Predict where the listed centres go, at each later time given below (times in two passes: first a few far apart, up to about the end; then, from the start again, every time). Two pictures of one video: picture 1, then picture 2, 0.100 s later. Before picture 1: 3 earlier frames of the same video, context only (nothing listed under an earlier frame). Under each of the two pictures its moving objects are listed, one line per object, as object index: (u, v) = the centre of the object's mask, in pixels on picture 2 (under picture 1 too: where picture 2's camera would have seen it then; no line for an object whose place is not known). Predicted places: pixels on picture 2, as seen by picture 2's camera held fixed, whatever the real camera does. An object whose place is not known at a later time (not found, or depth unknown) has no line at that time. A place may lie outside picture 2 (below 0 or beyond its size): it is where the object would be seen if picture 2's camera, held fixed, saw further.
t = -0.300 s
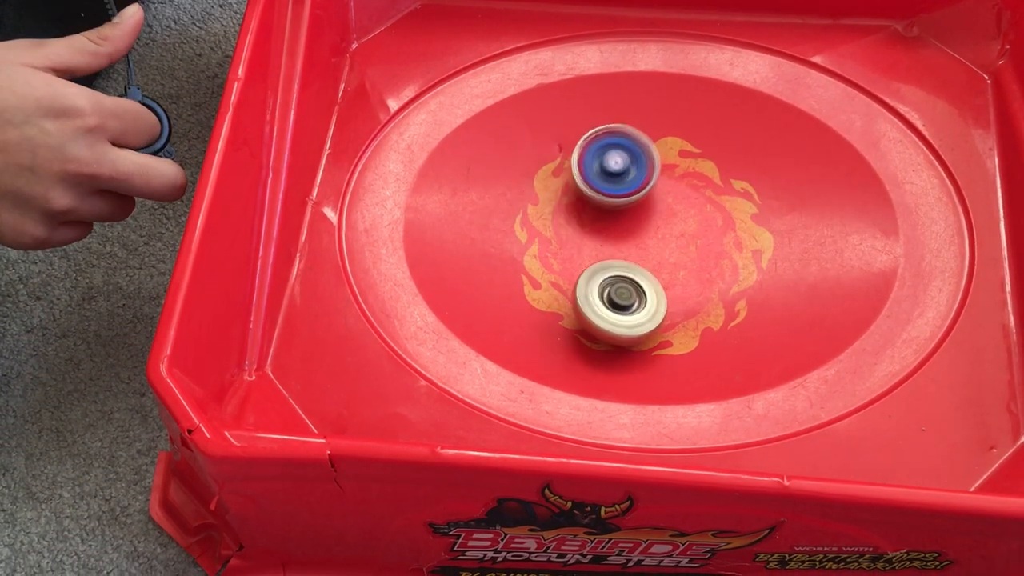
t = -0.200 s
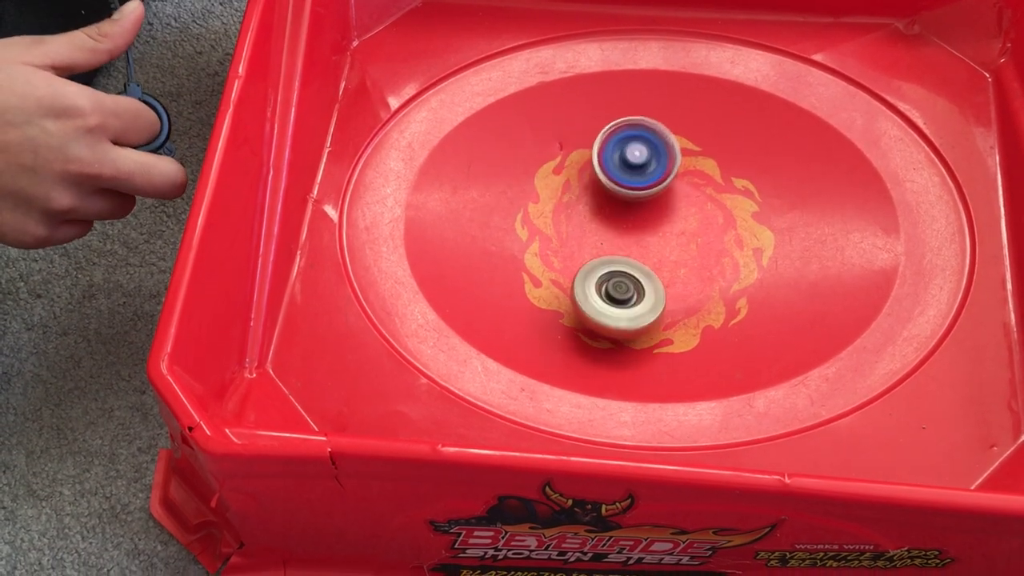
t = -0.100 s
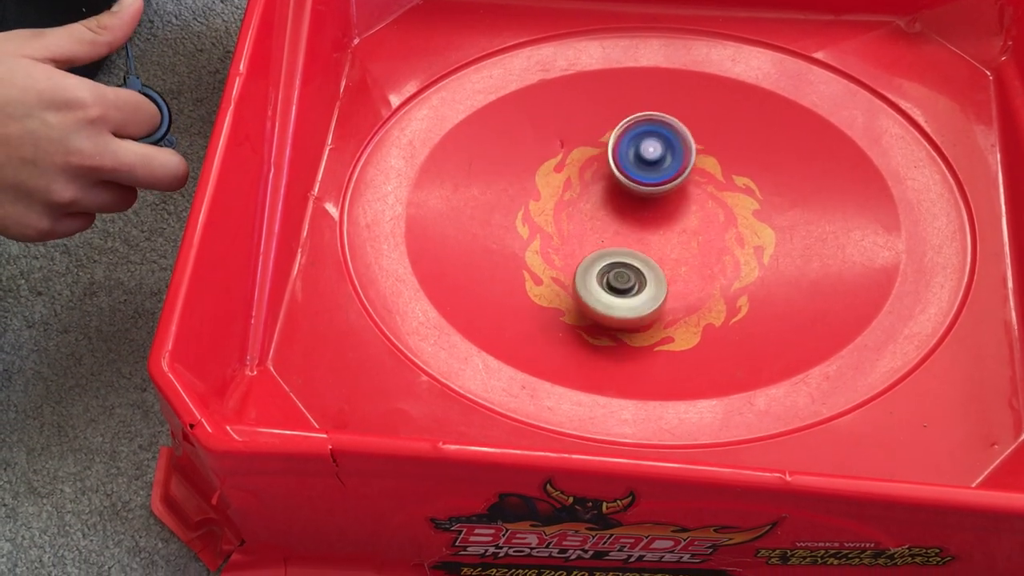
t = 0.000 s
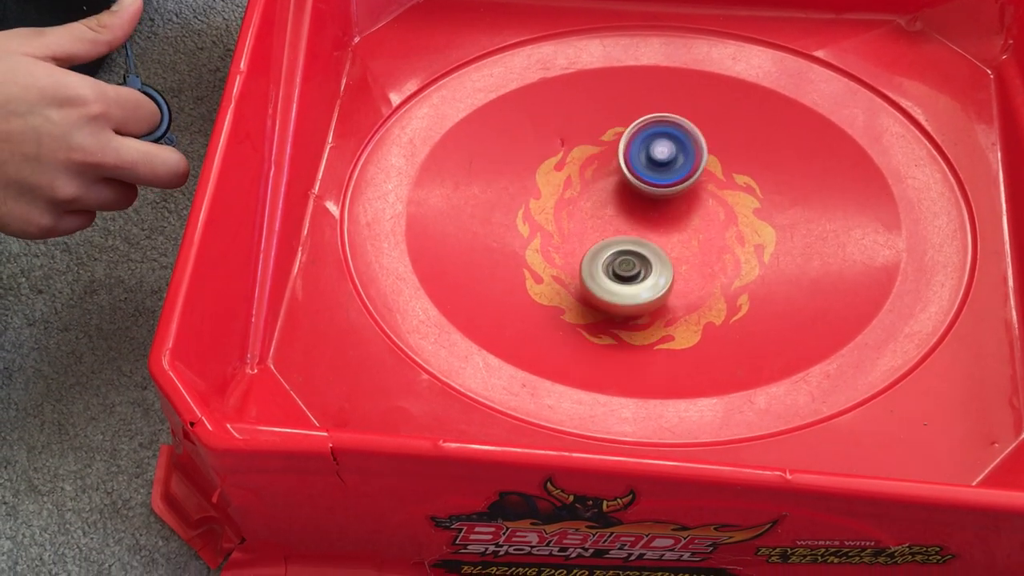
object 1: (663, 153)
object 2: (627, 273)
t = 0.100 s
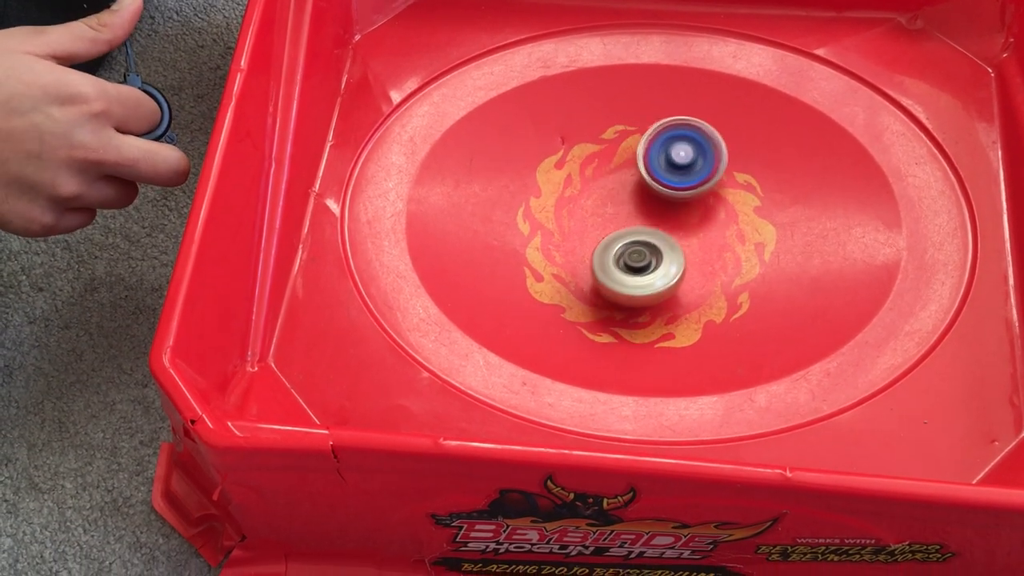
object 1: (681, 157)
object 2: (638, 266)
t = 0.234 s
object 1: (701, 167)
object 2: (653, 253)
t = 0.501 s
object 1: (734, 145)
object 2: (626, 267)
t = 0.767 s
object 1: (703, 174)
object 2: (602, 246)
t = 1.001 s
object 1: (717, 245)
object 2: (589, 229)
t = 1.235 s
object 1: (748, 271)
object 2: (589, 215)
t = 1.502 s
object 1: (740, 248)
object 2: (593, 205)
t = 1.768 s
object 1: (817, 281)
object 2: (481, 135)
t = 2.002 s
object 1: (918, 251)
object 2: (371, 78)
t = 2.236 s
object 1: (881, 225)
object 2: (360, 106)
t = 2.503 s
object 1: (666, 164)
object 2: (383, 150)
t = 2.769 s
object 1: (605, 257)
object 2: (373, 138)
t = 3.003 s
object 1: (717, 292)
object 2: (401, 127)
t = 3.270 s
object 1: (692, 227)
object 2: (479, 140)
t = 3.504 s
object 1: (698, 198)
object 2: (535, 142)
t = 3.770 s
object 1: (704, 166)
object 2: (570, 137)
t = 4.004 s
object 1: (683, 190)
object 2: (573, 143)
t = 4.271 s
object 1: (688, 216)
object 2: (603, 176)
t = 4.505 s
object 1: (709, 250)
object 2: (616, 182)
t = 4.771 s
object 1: (709, 258)
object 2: (653, 187)
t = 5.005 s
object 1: (750, 307)
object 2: (640, 116)
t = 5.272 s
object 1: (750, 221)
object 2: (647, 132)
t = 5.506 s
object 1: (650, 244)
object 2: (614, 144)
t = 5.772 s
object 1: (560, 287)
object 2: (608, 202)
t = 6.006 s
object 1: (633, 278)
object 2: (656, 206)
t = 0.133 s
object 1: (688, 159)
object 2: (642, 263)
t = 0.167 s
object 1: (693, 161)
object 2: (646, 259)
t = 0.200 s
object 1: (698, 164)
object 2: (650, 257)
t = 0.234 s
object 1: (701, 167)
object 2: (653, 253)
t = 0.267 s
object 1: (705, 169)
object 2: (657, 248)
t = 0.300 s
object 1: (709, 171)
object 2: (661, 244)
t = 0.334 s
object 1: (715, 168)
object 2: (660, 244)
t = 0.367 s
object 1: (728, 158)
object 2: (648, 256)
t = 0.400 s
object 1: (736, 152)
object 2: (639, 263)
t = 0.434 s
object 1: (737, 149)
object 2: (632, 268)
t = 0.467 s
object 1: (736, 147)
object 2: (629, 268)
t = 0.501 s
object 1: (734, 145)
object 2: (626, 267)
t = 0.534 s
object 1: (730, 145)
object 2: (623, 265)
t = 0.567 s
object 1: (724, 147)
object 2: (621, 264)
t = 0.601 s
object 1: (719, 150)
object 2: (618, 261)
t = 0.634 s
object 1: (715, 153)
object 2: (615, 258)
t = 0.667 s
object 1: (712, 158)
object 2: (612, 255)
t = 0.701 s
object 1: (708, 162)
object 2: (609, 252)
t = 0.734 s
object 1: (705, 167)
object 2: (606, 249)
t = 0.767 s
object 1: (703, 174)
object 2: (602, 246)
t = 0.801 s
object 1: (703, 183)
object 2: (600, 243)
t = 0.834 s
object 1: (703, 194)
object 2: (597, 240)
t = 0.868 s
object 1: (705, 205)
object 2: (595, 238)
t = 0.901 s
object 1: (707, 215)
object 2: (593, 235)
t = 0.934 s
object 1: (710, 225)
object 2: (591, 233)
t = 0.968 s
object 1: (713, 236)
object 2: (590, 231)
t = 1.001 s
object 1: (717, 245)
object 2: (589, 229)
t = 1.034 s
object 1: (722, 255)
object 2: (589, 227)
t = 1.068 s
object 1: (726, 263)
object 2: (589, 224)
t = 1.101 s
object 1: (731, 268)
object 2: (588, 222)
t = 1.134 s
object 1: (735, 270)
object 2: (588, 220)
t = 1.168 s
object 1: (739, 271)
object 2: (588, 218)
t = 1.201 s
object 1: (744, 271)
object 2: (589, 217)
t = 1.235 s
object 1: (748, 271)
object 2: (589, 215)
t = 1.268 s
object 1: (751, 270)
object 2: (590, 213)
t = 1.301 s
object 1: (754, 268)
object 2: (590, 212)
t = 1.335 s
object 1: (756, 265)
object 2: (590, 210)
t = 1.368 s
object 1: (756, 262)
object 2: (591, 209)
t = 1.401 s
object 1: (753, 258)
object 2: (591, 207)
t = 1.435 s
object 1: (750, 254)
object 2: (591, 205)
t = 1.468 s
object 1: (745, 250)
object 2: (592, 205)
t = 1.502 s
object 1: (740, 248)
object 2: (593, 205)
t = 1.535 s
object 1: (734, 245)
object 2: (594, 205)
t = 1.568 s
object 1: (726, 242)
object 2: (596, 205)
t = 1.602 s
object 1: (718, 239)
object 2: (599, 205)
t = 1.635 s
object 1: (707, 237)
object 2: (603, 205)
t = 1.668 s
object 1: (697, 236)
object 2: (604, 204)
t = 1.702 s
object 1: (739, 255)
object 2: (559, 180)
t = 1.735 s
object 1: (780, 272)
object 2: (516, 156)
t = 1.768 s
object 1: (817, 281)
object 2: (481, 135)
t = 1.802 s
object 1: (845, 285)
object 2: (450, 117)
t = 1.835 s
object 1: (870, 282)
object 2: (424, 102)
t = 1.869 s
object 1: (889, 275)
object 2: (404, 93)
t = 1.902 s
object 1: (903, 265)
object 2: (393, 85)
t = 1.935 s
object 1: (912, 258)
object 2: (387, 83)
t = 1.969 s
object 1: (917, 254)
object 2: (380, 78)
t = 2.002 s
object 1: (918, 251)
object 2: (371, 78)
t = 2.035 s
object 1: (917, 250)
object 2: (365, 79)
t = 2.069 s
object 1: (916, 247)
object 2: (369, 81)
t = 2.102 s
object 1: (914, 247)
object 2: (370, 85)
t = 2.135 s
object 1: (912, 245)
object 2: (369, 89)
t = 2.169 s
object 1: (906, 241)
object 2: (366, 96)
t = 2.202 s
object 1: (896, 235)
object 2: (363, 101)
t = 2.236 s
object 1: (881, 225)
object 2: (360, 106)
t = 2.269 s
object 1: (863, 212)
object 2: (358, 112)
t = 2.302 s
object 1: (840, 198)
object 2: (358, 118)
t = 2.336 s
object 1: (815, 186)
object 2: (358, 124)
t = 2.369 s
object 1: (784, 176)
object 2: (358, 130)
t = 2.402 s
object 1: (756, 170)
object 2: (363, 136)
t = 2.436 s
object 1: (726, 166)
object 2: (370, 142)
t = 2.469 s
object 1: (696, 164)
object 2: (377, 146)
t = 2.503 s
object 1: (666, 164)
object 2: (383, 150)
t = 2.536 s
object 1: (640, 166)
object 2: (389, 154)
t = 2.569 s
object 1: (613, 172)
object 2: (397, 158)
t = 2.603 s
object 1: (586, 177)
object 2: (407, 163)
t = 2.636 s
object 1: (563, 182)
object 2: (419, 167)
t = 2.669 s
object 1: (540, 191)
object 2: (435, 172)
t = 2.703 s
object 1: (548, 210)
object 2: (426, 162)
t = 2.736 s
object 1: (578, 236)
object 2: (396, 148)
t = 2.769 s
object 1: (605, 257)
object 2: (373, 138)
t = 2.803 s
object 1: (631, 278)
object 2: (361, 131)
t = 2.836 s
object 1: (655, 293)
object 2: (364, 129)
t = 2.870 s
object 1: (675, 303)
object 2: (373, 128)
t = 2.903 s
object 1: (690, 306)
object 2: (383, 129)
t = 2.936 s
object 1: (703, 303)
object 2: (391, 128)
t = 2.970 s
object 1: (712, 299)
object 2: (397, 127)
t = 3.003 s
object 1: (717, 292)
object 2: (401, 127)
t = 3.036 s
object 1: (720, 286)
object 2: (406, 127)
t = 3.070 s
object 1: (722, 277)
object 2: (412, 128)
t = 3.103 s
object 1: (720, 268)
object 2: (418, 129)
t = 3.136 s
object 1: (717, 258)
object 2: (425, 129)
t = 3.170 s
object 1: (712, 250)
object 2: (434, 131)
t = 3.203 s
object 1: (707, 243)
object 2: (447, 133)
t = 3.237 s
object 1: (699, 235)
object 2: (463, 136)
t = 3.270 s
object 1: (692, 227)
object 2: (479, 140)
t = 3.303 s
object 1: (683, 219)
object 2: (497, 144)
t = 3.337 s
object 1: (675, 212)
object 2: (516, 149)
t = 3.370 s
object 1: (667, 205)
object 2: (535, 154)
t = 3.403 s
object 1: (658, 196)
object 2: (552, 160)
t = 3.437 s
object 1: (658, 193)
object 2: (558, 159)
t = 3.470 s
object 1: (682, 196)
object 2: (543, 148)
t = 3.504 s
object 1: (698, 198)
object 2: (535, 142)
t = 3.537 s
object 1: (715, 198)
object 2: (533, 138)
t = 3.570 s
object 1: (725, 198)
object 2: (536, 137)
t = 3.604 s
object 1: (733, 195)
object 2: (541, 136)
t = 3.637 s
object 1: (736, 192)
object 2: (547, 136)
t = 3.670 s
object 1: (734, 187)
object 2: (553, 136)
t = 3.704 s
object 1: (729, 180)
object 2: (558, 136)
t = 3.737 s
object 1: (719, 174)
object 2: (564, 136)
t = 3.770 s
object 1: (704, 166)
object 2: (570, 137)
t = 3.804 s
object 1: (688, 162)
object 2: (576, 138)
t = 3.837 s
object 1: (672, 161)
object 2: (581, 139)
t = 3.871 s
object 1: (671, 166)
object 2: (574, 137)
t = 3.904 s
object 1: (675, 173)
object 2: (569, 138)
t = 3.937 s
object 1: (678, 178)
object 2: (570, 140)
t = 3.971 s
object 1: (681, 183)
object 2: (571, 142)
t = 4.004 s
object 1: (683, 190)
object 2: (573, 143)
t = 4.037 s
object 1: (685, 194)
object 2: (575, 147)
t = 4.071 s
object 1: (686, 198)
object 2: (578, 150)
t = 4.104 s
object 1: (687, 200)
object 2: (582, 154)
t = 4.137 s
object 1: (688, 204)
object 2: (586, 159)
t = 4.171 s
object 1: (689, 208)
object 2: (590, 163)
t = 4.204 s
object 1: (689, 211)
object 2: (595, 167)
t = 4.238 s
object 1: (689, 214)
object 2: (599, 172)
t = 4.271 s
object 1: (688, 216)
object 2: (603, 176)
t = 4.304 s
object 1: (689, 220)
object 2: (607, 178)
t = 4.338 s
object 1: (696, 227)
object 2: (604, 177)
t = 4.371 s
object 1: (700, 233)
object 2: (601, 176)
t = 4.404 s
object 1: (703, 237)
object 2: (602, 177)
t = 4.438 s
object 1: (705, 243)
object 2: (606, 179)
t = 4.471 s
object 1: (707, 247)
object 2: (611, 181)
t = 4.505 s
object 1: (709, 250)
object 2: (616, 182)
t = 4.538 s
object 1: (711, 252)
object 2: (620, 184)
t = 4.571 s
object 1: (712, 254)
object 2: (624, 184)
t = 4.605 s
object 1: (712, 255)
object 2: (629, 185)
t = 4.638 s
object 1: (712, 256)
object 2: (634, 186)
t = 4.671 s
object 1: (712, 257)
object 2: (639, 187)
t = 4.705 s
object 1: (712, 257)
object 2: (644, 187)
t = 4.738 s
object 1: (711, 258)
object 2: (648, 187)
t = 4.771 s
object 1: (709, 258)
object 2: (653, 187)
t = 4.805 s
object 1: (707, 258)
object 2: (657, 186)
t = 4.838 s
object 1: (704, 257)
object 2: (660, 185)
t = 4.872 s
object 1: (705, 265)
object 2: (660, 178)
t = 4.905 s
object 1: (717, 284)
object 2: (652, 153)
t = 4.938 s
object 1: (727, 297)
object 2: (646, 135)
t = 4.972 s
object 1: (739, 304)
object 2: (642, 123)
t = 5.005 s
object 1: (750, 307)
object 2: (640, 116)
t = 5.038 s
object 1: (762, 305)
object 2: (641, 112)
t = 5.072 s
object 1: (774, 300)
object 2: (643, 112)
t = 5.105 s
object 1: (786, 291)
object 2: (644, 113)
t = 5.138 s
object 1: (792, 277)
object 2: (646, 116)
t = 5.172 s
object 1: (791, 261)
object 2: (647, 120)
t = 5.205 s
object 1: (782, 245)
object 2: (647, 123)
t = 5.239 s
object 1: (769, 232)
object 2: (647, 127)
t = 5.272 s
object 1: (750, 221)
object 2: (647, 132)
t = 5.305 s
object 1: (729, 212)
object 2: (647, 136)
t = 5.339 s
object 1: (708, 207)
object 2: (646, 142)
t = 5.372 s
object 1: (694, 214)
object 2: (637, 138)
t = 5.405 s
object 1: (687, 224)
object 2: (626, 131)
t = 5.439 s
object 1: (676, 234)
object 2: (620, 132)
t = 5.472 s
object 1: (664, 240)
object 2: (616, 138)
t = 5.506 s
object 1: (650, 244)
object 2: (614, 144)
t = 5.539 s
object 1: (634, 247)
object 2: (613, 151)
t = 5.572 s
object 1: (617, 251)
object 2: (612, 158)
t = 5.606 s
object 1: (600, 255)
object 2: (611, 165)
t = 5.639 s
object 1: (584, 260)
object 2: (610, 171)
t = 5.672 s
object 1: (570, 266)
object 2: (608, 179)
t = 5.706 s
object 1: (561, 273)
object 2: (608, 185)
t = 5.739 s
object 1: (558, 280)
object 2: (607, 194)
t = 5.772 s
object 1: (560, 287)
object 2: (608, 202)
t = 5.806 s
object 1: (568, 293)
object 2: (611, 210)
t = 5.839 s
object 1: (582, 295)
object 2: (613, 219)
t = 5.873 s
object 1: (594, 299)
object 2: (621, 217)
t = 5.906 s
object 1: (605, 302)
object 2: (633, 214)
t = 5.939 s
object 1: (616, 299)
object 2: (642, 211)
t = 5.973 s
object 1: (626, 288)
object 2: (649, 208)
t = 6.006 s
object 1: (633, 278)
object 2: (656, 206)
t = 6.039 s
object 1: (632, 309)
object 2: (666, 167)
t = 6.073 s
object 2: (677, 115)
